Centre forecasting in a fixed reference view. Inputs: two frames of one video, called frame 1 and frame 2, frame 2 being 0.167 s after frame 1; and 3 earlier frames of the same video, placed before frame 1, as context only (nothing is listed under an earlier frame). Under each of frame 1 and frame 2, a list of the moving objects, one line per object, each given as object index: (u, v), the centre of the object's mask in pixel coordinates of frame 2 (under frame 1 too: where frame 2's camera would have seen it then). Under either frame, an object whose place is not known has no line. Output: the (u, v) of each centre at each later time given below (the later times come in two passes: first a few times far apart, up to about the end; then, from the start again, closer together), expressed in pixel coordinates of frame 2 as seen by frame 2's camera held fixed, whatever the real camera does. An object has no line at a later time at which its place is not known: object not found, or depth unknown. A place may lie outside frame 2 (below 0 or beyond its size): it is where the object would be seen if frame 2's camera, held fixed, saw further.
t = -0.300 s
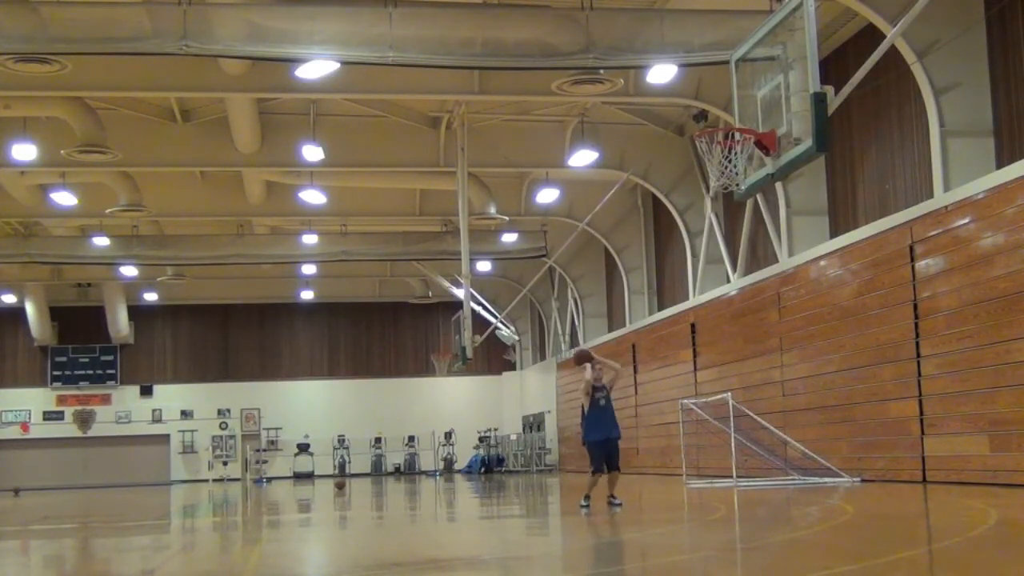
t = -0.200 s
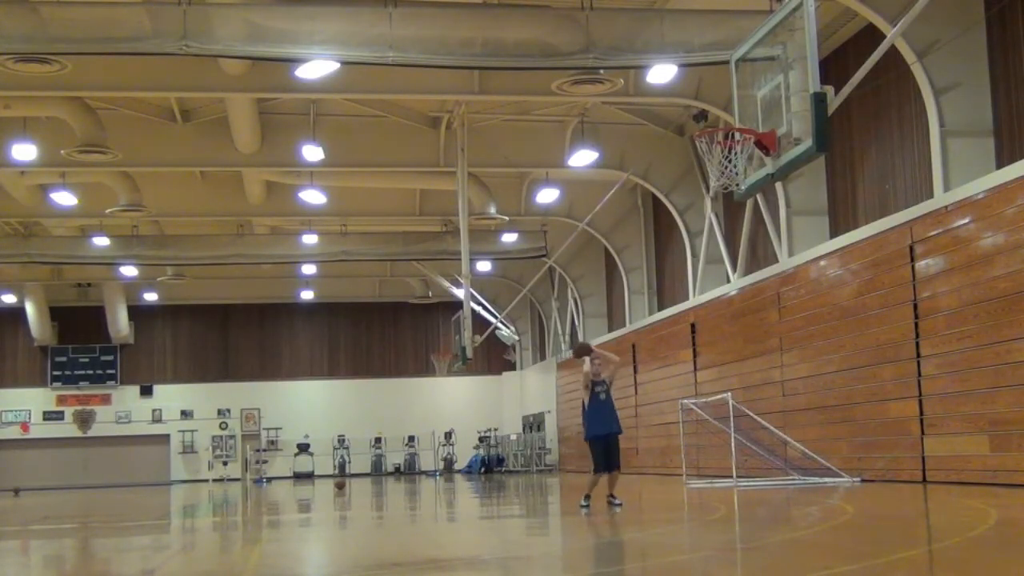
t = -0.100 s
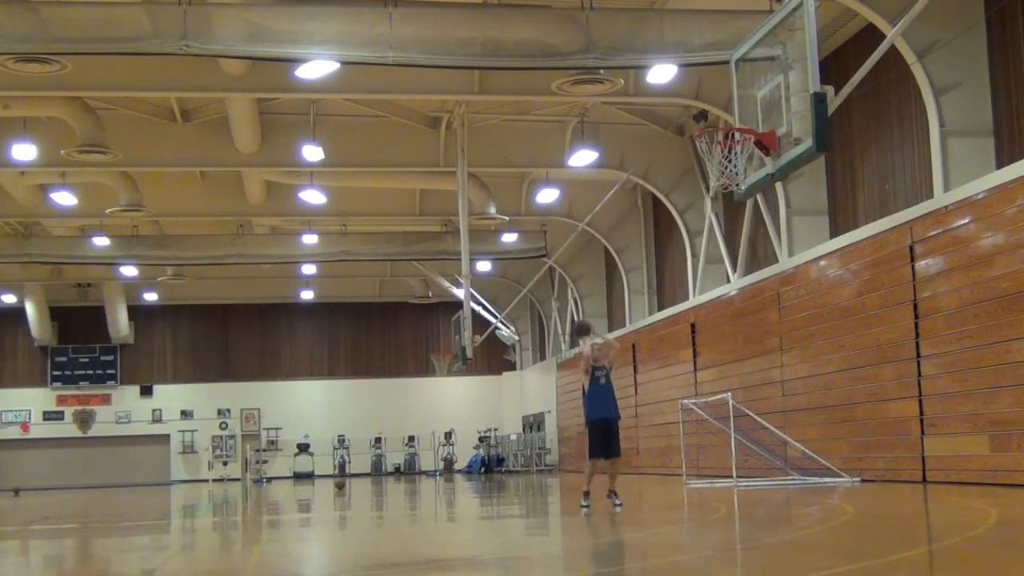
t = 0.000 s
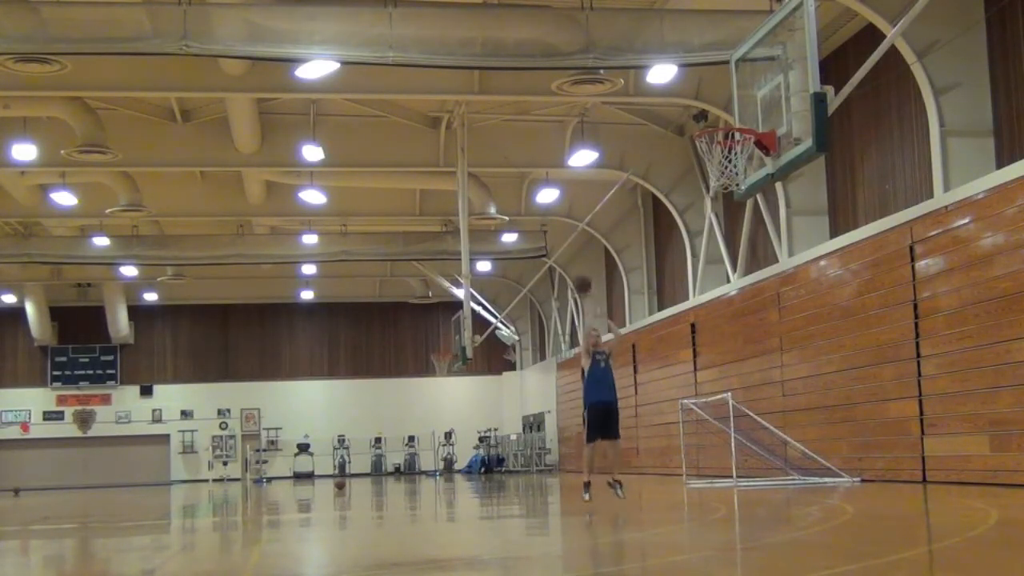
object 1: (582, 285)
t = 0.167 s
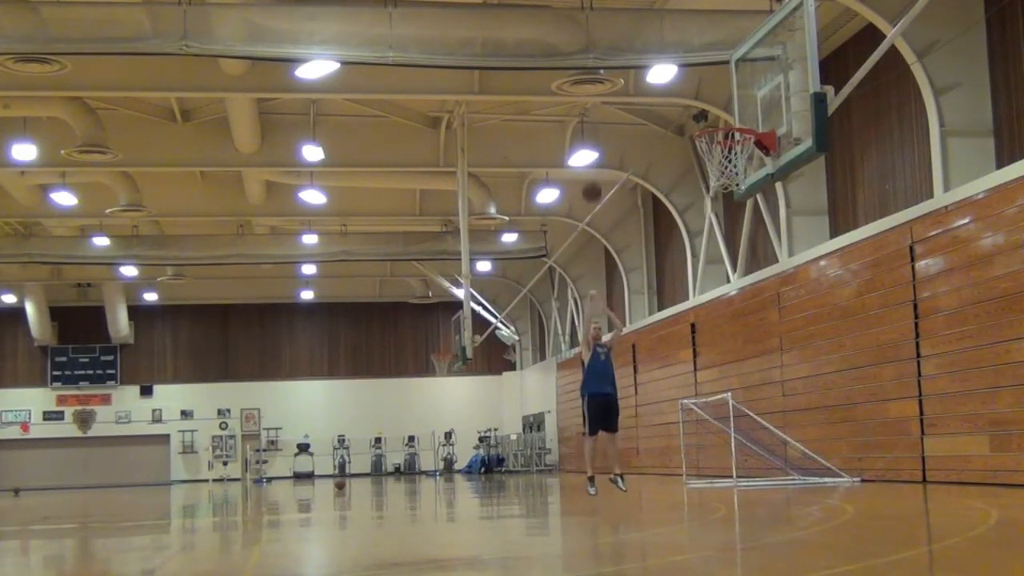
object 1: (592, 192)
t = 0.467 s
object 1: (613, 67)
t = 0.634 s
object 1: (626, 25)
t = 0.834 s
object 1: (646, 9)
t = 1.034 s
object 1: (671, 26)
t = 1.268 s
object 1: (708, 114)
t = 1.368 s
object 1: (745, 160)
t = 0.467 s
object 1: (613, 67)
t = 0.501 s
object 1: (615, 57)
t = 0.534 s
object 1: (617, 48)
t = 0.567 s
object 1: (620, 39)
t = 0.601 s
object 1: (623, 32)
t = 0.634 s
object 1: (626, 25)
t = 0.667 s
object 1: (629, 20)
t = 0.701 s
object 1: (633, 15)
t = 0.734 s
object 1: (636, 11)
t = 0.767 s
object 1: (639, 10)
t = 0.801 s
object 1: (643, 9)
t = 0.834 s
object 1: (646, 9)
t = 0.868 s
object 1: (650, 9)
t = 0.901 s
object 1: (654, 9)
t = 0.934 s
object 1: (659, 11)
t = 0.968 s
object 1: (663, 14)
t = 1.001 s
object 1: (667, 20)
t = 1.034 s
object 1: (671, 26)
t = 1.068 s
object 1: (676, 34)
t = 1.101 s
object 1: (682, 43)
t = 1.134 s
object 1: (687, 53)
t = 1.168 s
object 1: (692, 67)
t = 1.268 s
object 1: (708, 114)
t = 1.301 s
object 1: (714, 136)
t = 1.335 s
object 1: (728, 146)
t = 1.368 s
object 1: (745, 160)
